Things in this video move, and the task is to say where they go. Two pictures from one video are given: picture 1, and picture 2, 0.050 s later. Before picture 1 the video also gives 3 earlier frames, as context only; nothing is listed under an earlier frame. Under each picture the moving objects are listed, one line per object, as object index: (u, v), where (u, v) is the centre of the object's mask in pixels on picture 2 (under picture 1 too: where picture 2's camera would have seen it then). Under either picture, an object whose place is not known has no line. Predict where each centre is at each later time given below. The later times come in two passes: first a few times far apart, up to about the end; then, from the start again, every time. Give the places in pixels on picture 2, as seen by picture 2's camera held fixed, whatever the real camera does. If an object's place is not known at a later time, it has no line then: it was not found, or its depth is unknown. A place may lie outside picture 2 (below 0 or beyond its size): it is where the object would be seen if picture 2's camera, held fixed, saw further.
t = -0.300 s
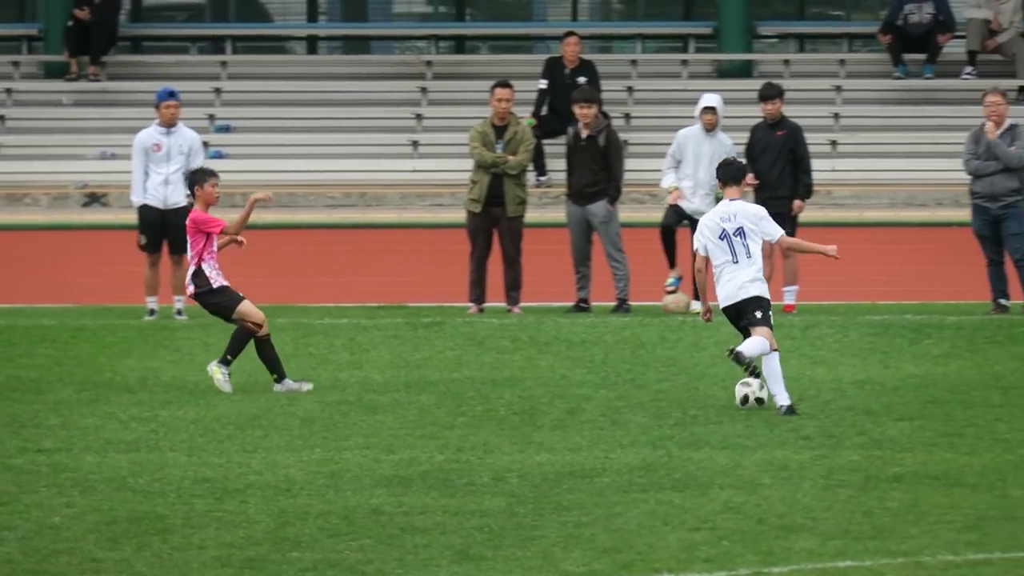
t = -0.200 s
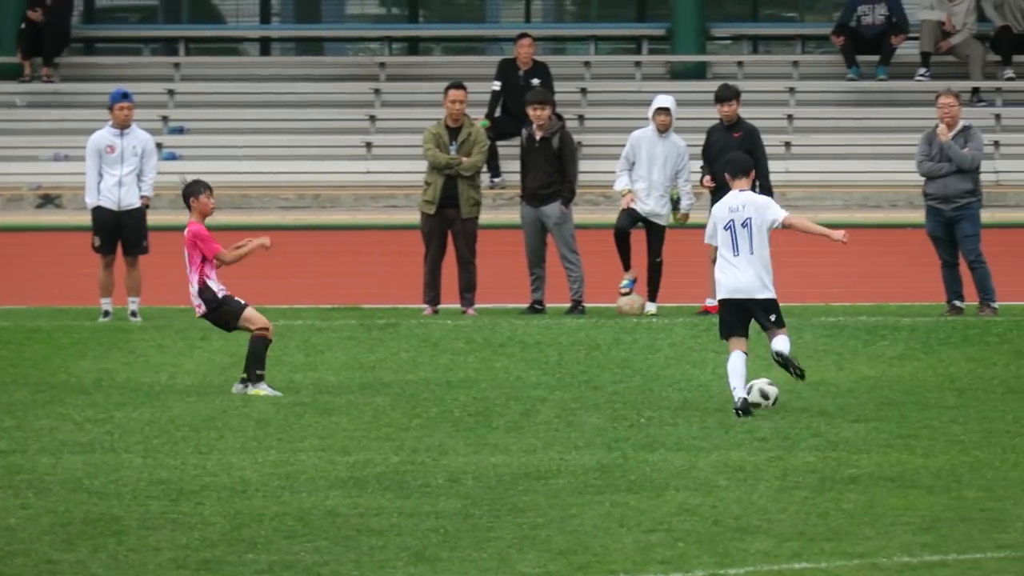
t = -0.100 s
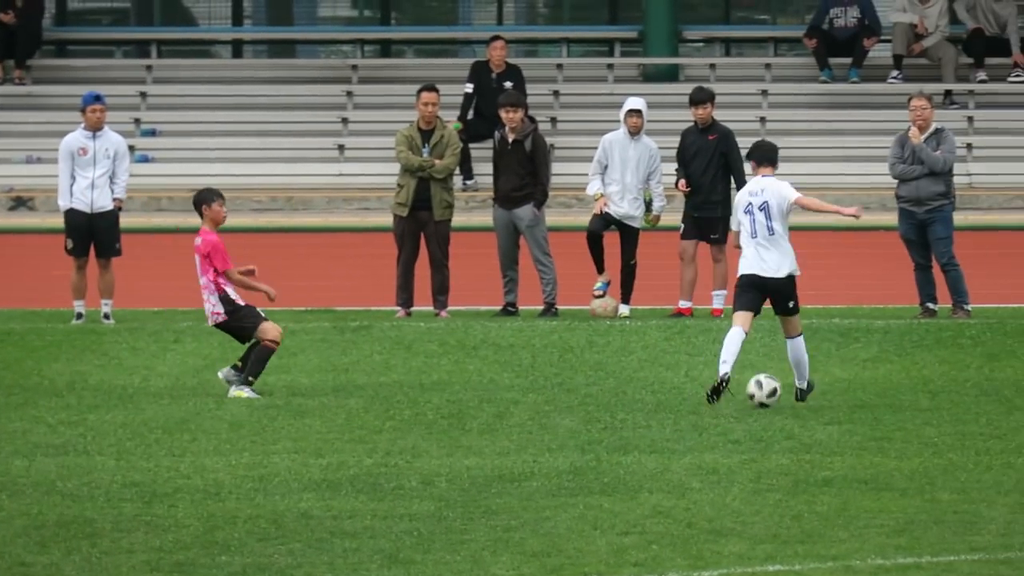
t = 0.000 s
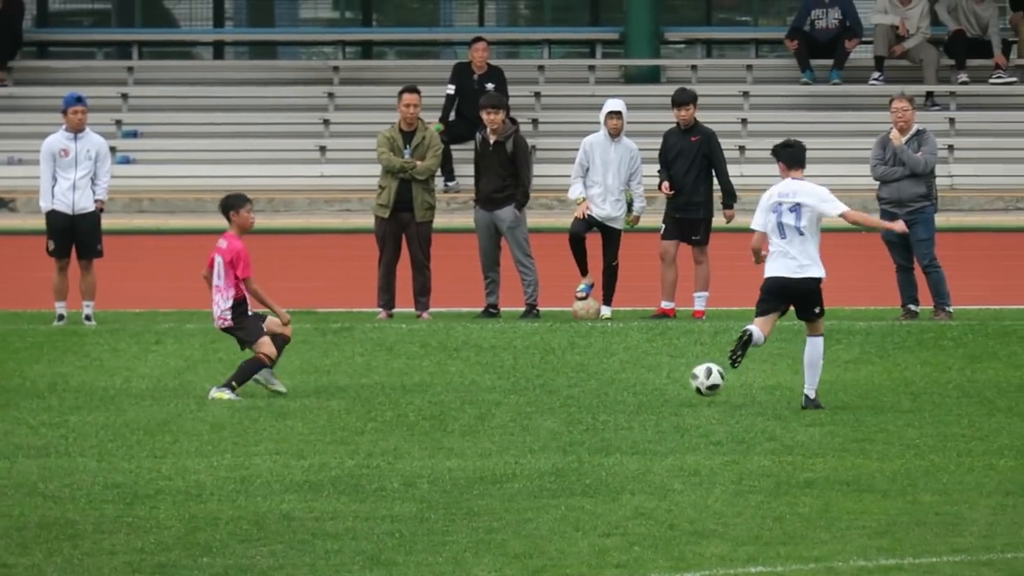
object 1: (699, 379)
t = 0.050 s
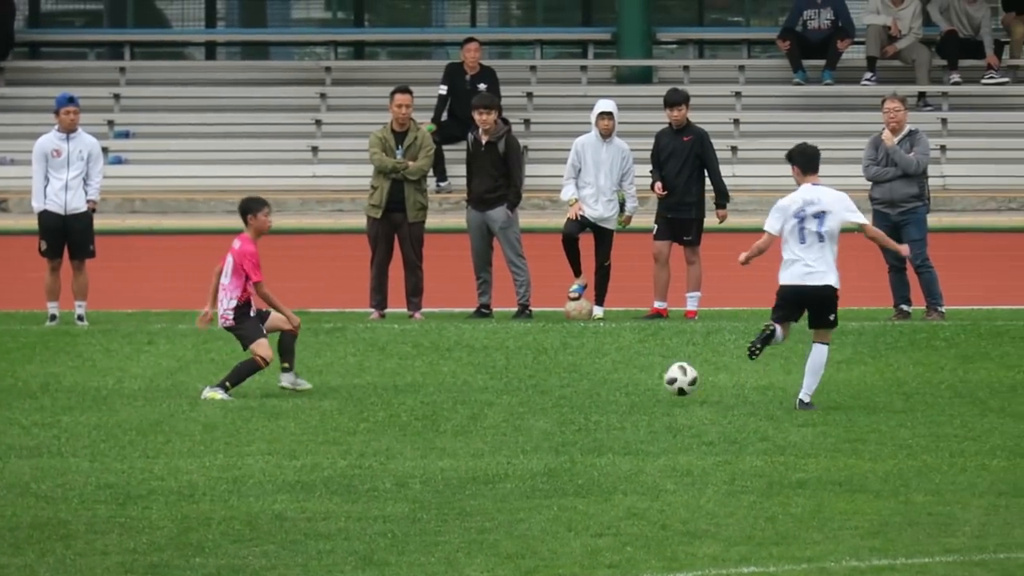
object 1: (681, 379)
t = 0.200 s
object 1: (630, 378)
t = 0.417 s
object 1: (577, 374)
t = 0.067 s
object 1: (674, 379)
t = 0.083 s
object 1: (668, 380)
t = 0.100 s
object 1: (662, 382)
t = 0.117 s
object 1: (655, 384)
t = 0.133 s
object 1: (649, 385)
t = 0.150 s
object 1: (643, 384)
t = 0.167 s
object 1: (639, 382)
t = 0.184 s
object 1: (635, 381)
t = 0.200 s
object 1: (630, 378)
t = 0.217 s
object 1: (626, 376)
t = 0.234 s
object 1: (622, 375)
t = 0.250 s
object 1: (617, 373)
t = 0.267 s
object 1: (613, 373)
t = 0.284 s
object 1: (609, 372)
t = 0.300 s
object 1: (605, 372)
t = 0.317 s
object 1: (600, 372)
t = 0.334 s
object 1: (596, 373)
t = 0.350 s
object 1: (592, 374)
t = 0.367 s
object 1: (587, 376)
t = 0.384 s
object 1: (583, 377)
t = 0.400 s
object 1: (580, 376)
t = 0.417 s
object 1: (577, 374)
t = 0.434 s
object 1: (575, 372)
